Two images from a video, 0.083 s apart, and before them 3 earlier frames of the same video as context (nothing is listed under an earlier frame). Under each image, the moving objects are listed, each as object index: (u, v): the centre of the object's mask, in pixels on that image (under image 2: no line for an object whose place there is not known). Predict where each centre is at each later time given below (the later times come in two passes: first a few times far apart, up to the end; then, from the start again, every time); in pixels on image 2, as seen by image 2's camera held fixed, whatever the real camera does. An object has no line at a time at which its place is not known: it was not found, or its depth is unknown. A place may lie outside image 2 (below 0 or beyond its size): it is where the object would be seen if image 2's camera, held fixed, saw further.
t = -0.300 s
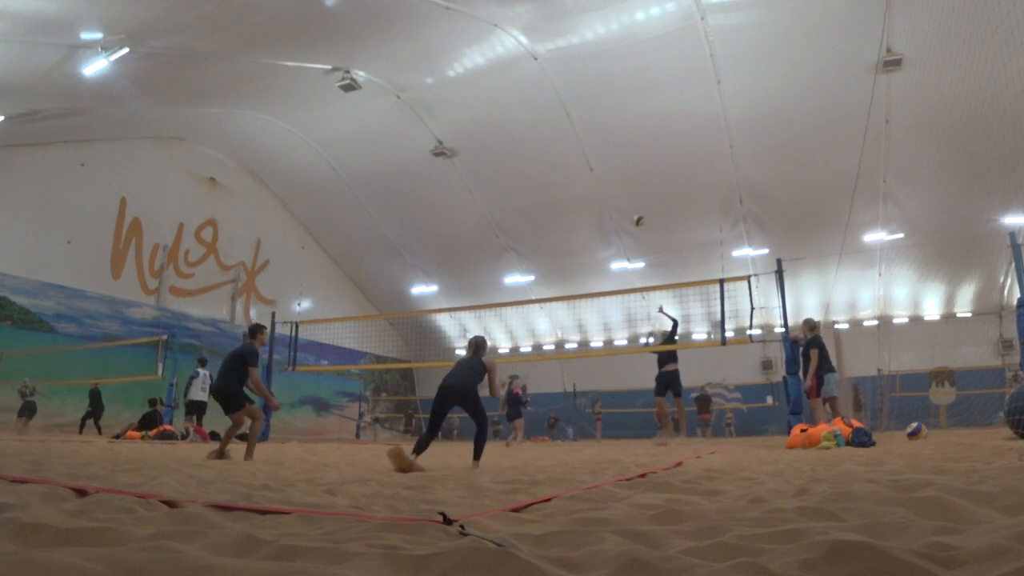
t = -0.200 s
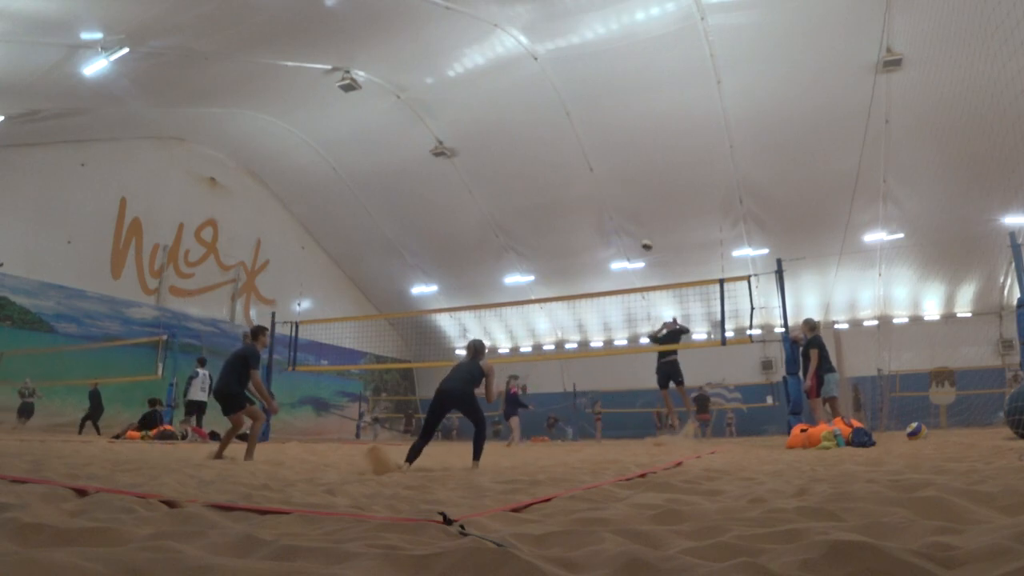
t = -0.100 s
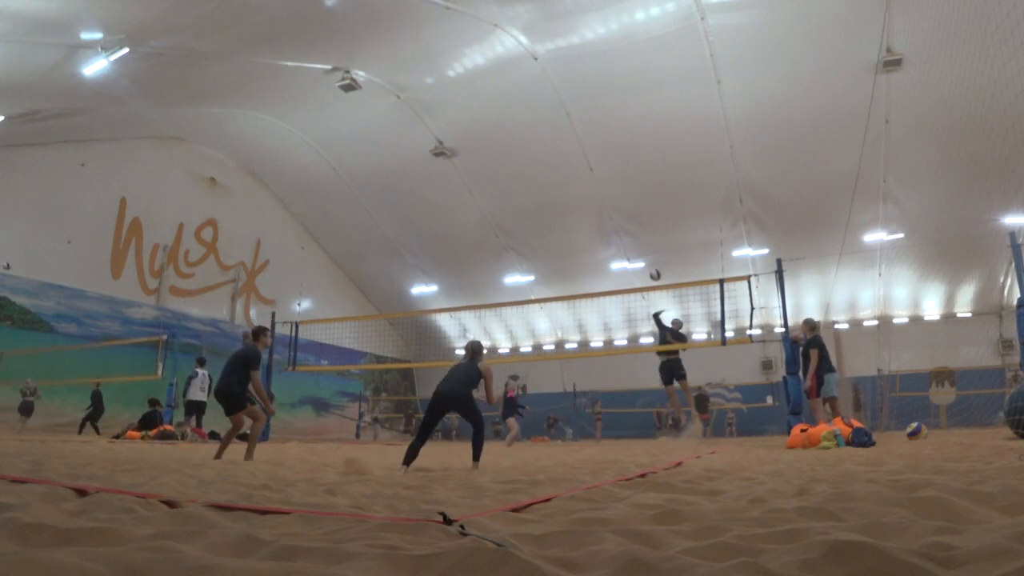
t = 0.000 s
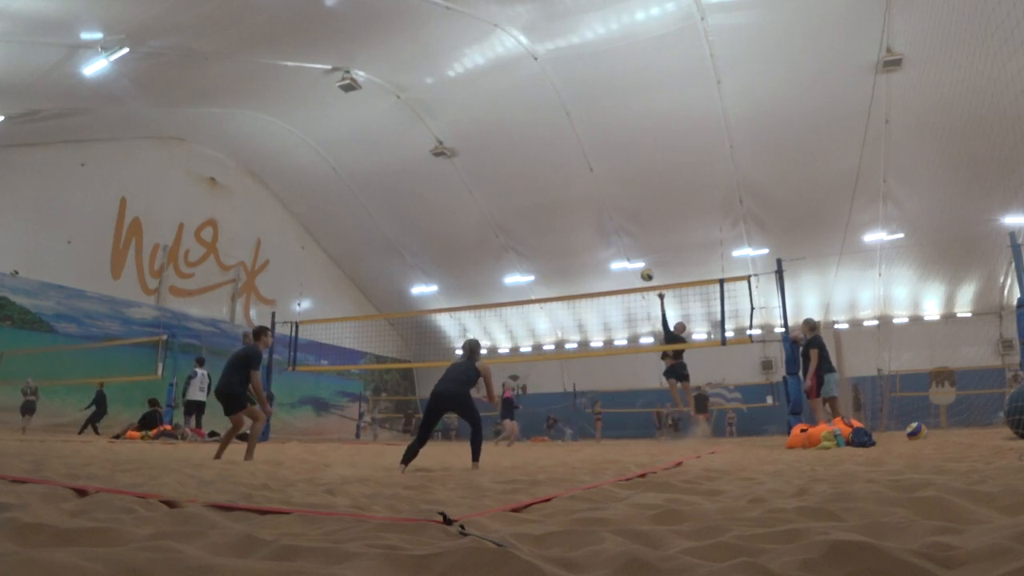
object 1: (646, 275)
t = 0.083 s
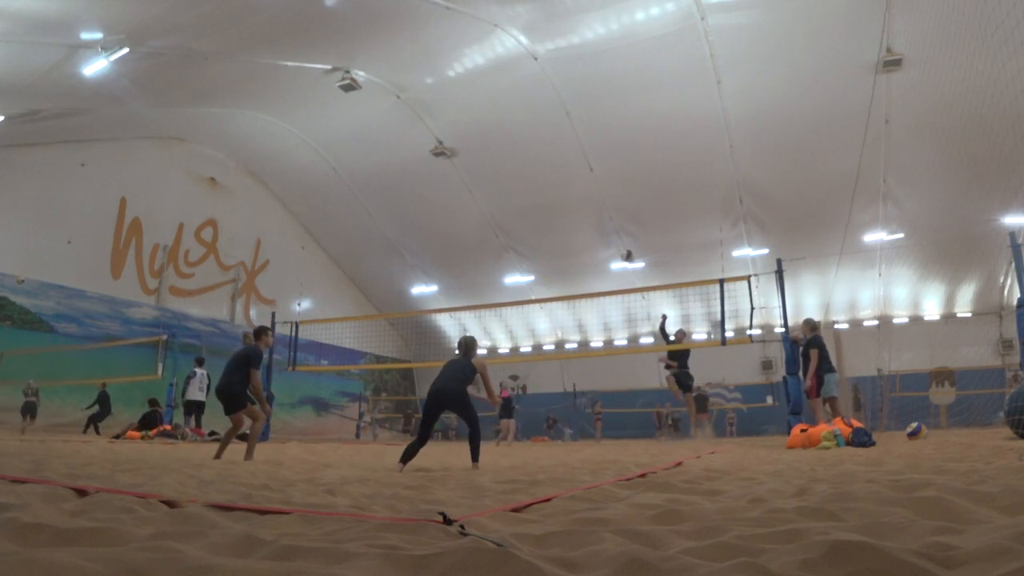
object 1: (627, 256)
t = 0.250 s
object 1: (574, 224)
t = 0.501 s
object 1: (409, 202)
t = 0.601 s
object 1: (276, 216)
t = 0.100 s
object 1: (623, 254)
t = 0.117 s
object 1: (618, 250)
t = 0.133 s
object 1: (614, 246)
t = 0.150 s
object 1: (608, 243)
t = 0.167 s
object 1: (603, 241)
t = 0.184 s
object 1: (598, 236)
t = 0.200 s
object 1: (593, 233)
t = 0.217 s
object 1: (587, 230)
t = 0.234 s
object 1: (581, 227)
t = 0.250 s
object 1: (574, 224)
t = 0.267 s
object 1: (567, 221)
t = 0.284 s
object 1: (559, 218)
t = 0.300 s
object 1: (551, 216)
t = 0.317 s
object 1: (543, 213)
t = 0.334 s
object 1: (534, 212)
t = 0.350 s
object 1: (526, 209)
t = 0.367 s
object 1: (516, 208)
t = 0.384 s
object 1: (506, 206)
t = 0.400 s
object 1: (495, 205)
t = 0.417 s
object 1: (483, 204)
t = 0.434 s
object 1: (470, 202)
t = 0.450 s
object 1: (457, 202)
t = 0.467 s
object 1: (442, 202)
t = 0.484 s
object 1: (426, 202)
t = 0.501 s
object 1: (409, 202)
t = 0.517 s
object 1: (392, 202)
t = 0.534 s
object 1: (373, 203)
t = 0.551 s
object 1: (352, 205)
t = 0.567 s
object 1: (328, 208)
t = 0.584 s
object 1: (304, 211)
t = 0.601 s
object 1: (276, 216)
